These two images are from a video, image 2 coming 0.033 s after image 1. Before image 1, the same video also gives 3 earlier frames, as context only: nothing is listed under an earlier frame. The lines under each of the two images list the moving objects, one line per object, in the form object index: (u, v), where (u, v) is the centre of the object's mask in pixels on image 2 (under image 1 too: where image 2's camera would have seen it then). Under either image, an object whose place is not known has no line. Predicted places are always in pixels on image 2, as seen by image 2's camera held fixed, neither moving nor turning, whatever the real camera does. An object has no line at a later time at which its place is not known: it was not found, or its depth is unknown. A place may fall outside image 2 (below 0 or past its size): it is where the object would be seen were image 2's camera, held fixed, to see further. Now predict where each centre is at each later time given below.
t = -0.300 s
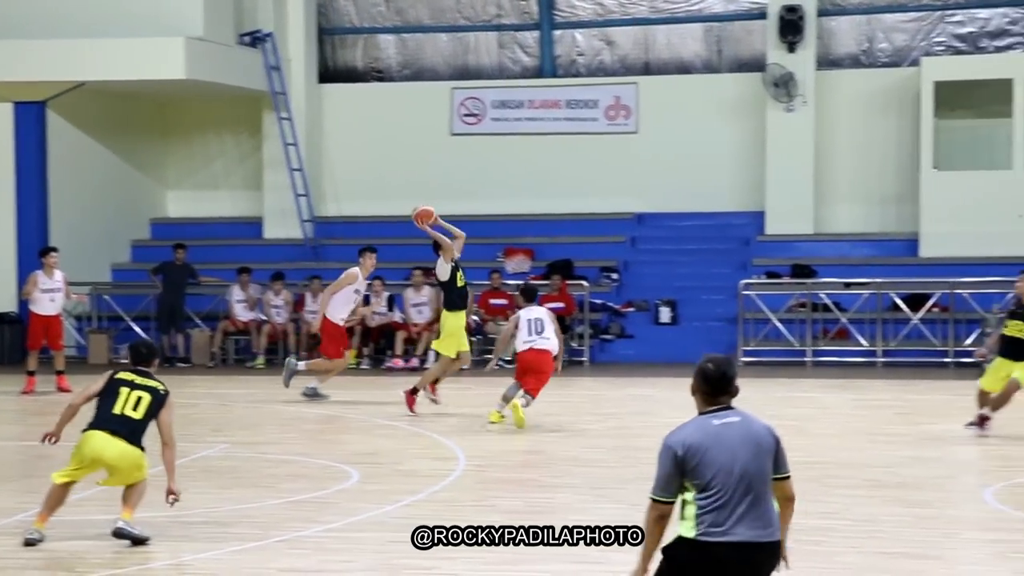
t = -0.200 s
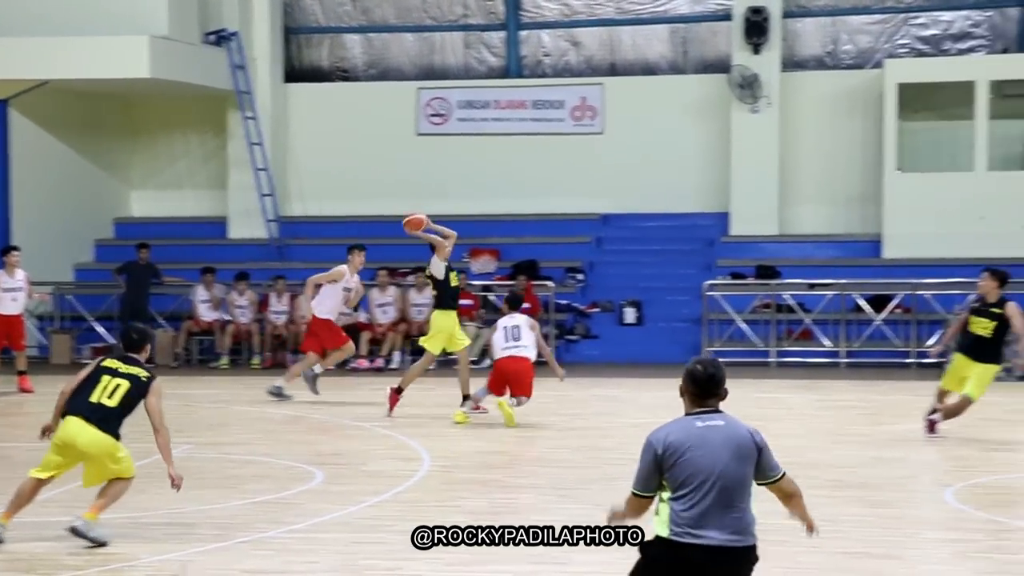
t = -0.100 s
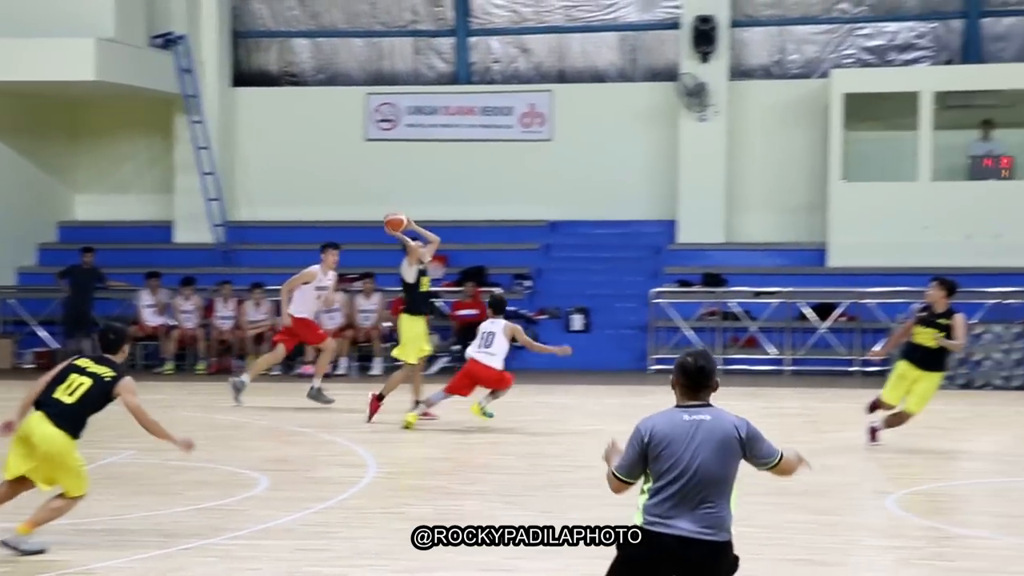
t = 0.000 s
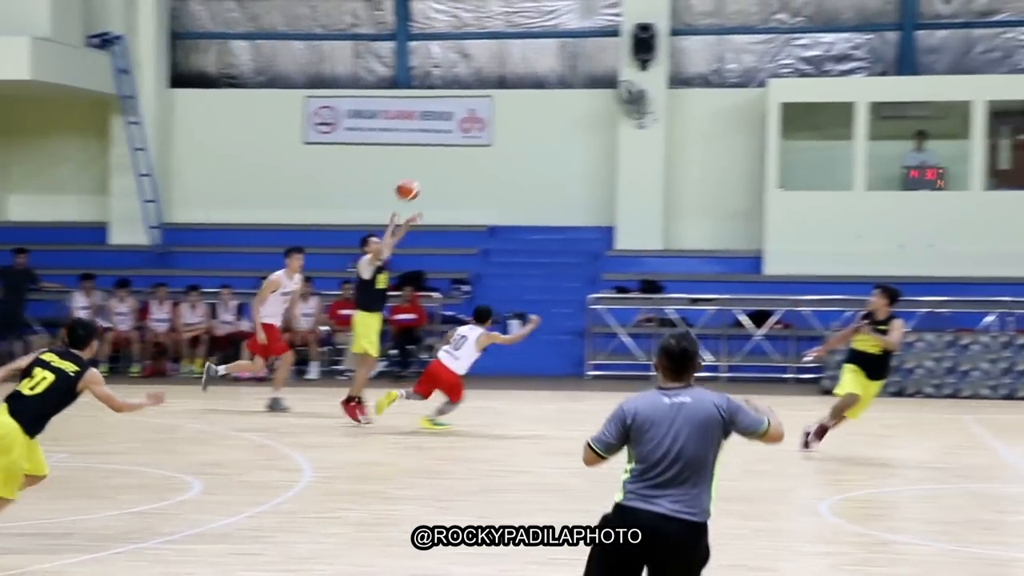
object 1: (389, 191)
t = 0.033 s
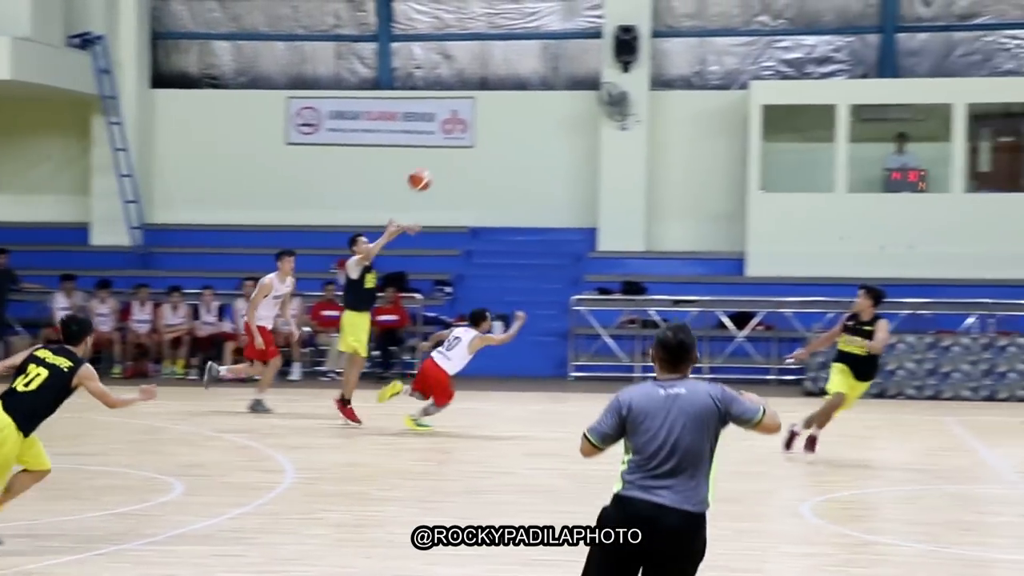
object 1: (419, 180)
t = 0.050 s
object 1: (435, 174)
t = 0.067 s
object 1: (451, 170)
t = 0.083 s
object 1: (466, 165)
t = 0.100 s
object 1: (482, 160)
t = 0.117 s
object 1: (498, 155)
